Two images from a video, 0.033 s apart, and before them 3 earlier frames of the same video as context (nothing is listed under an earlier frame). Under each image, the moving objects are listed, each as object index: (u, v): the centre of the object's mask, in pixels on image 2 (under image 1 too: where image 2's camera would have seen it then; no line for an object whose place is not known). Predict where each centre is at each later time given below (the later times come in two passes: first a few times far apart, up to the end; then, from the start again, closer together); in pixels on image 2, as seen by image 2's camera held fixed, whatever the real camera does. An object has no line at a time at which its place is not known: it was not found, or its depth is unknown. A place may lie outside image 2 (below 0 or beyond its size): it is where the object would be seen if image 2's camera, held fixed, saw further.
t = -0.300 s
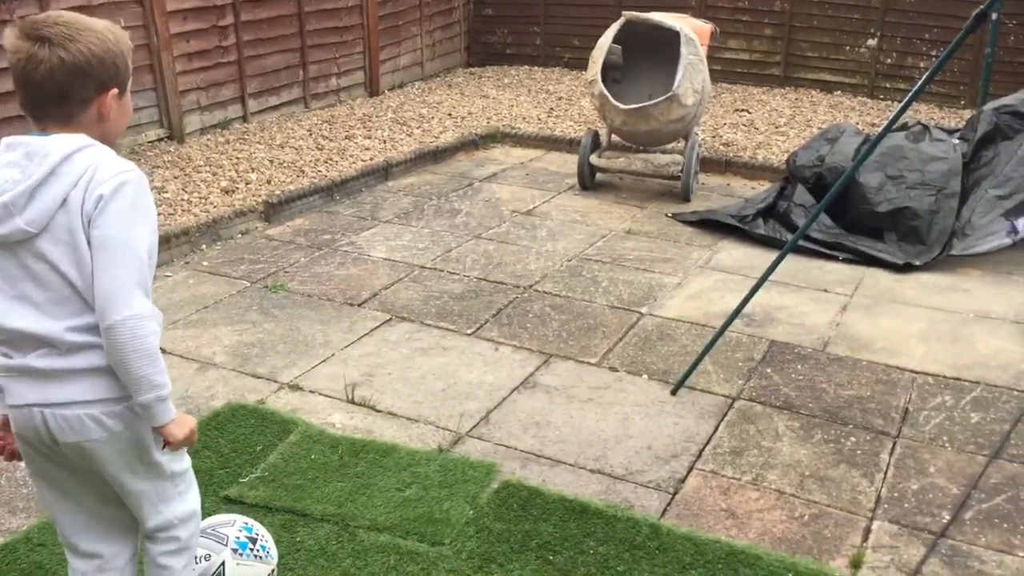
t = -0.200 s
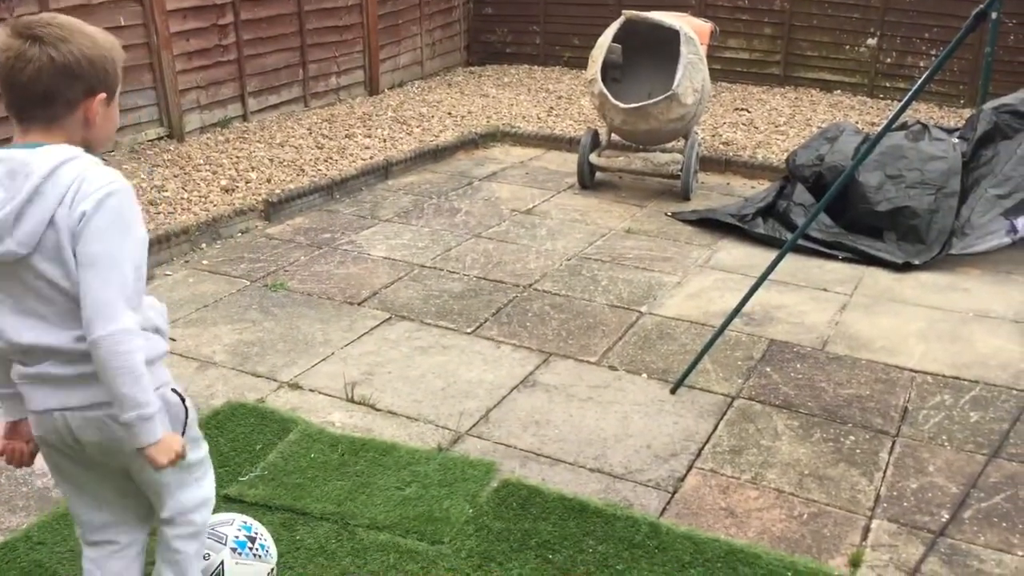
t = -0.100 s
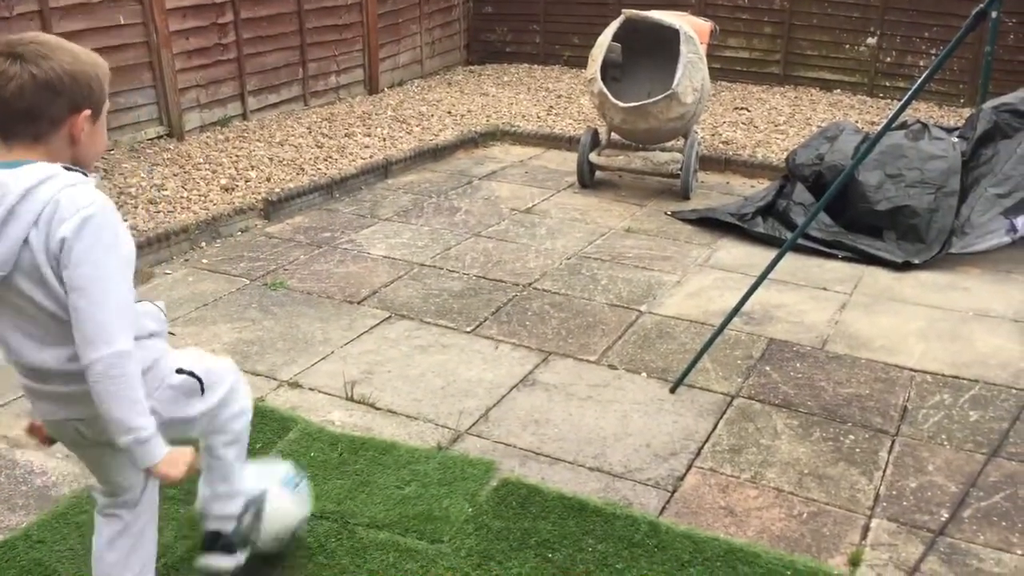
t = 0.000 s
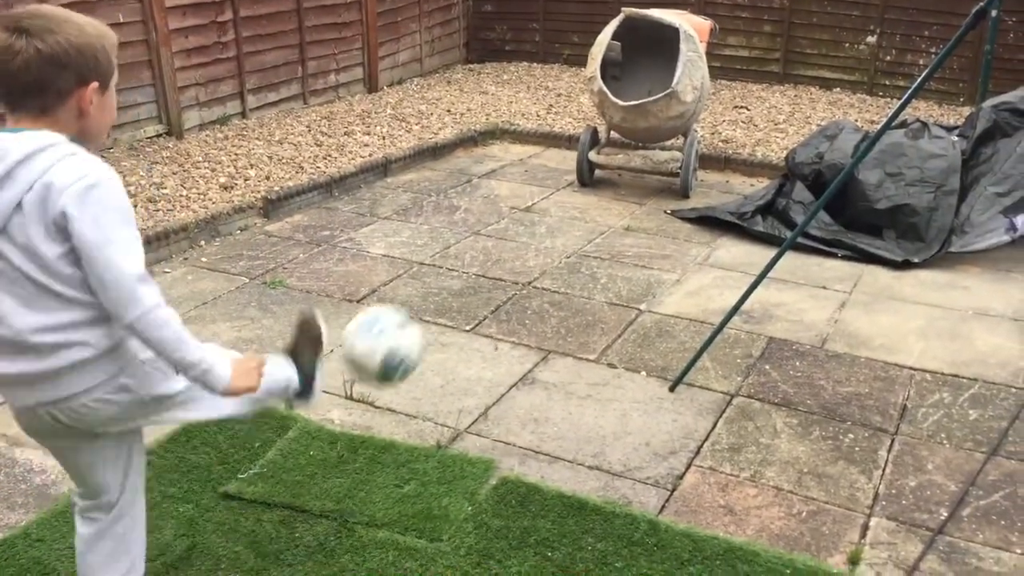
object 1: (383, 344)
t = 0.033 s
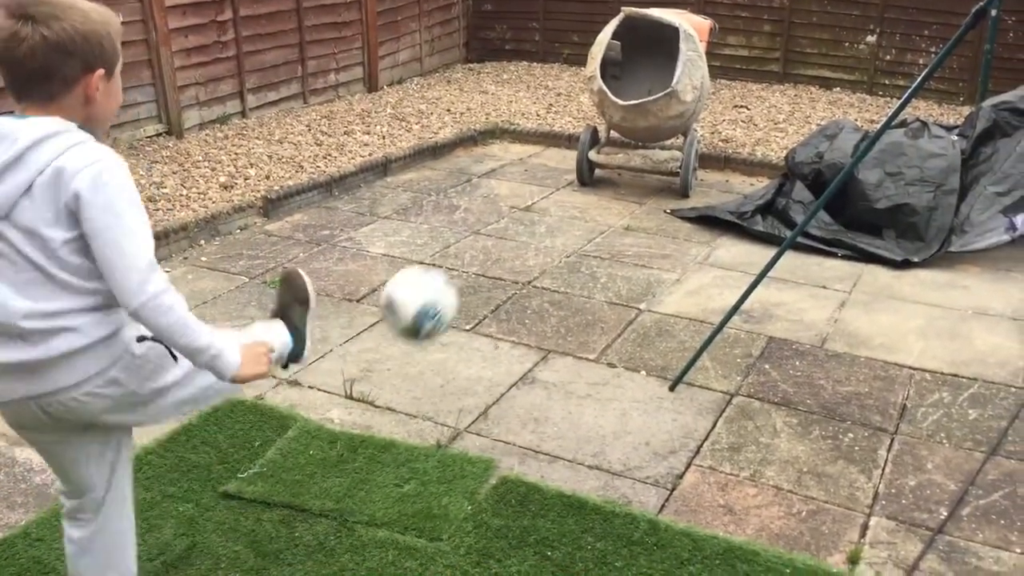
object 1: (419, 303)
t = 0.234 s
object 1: (577, 186)
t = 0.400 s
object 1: (658, 188)
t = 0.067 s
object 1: (450, 270)
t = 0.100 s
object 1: (482, 243)
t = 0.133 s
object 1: (509, 221)
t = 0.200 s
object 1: (556, 193)
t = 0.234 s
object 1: (577, 186)
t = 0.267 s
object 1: (597, 180)
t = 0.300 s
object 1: (614, 179)
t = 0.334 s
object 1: (630, 179)
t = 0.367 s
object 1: (645, 183)
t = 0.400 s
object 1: (658, 188)
